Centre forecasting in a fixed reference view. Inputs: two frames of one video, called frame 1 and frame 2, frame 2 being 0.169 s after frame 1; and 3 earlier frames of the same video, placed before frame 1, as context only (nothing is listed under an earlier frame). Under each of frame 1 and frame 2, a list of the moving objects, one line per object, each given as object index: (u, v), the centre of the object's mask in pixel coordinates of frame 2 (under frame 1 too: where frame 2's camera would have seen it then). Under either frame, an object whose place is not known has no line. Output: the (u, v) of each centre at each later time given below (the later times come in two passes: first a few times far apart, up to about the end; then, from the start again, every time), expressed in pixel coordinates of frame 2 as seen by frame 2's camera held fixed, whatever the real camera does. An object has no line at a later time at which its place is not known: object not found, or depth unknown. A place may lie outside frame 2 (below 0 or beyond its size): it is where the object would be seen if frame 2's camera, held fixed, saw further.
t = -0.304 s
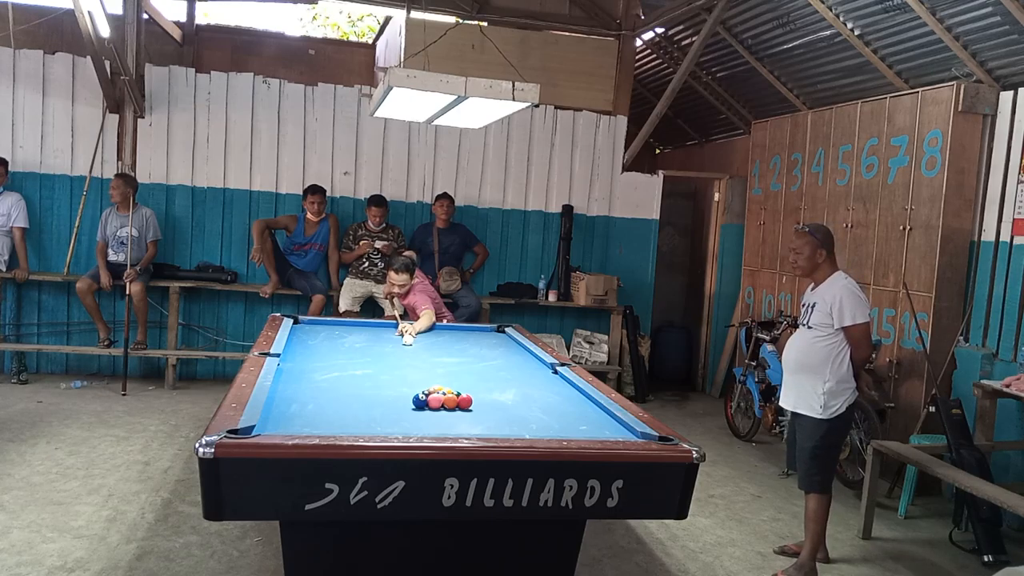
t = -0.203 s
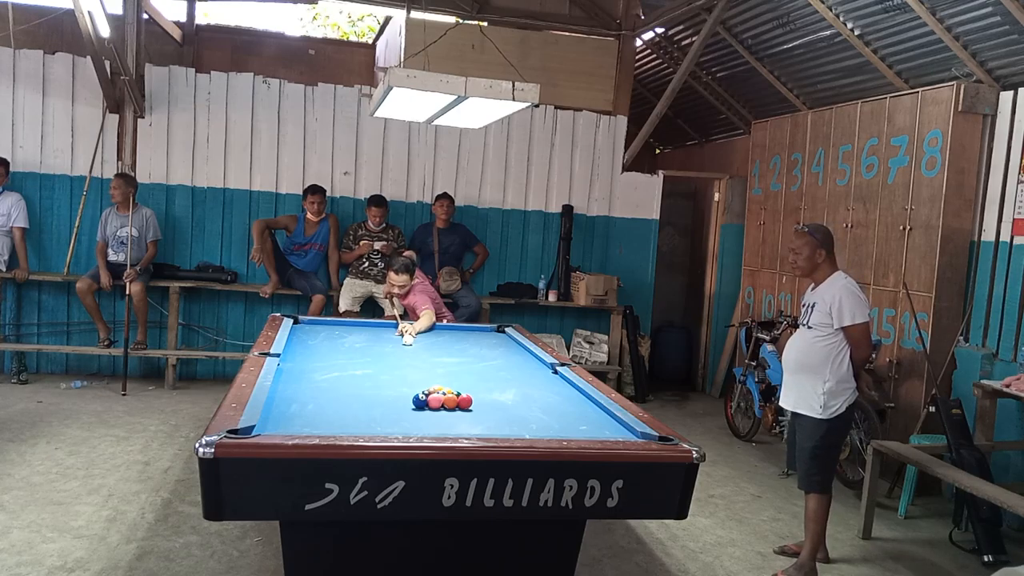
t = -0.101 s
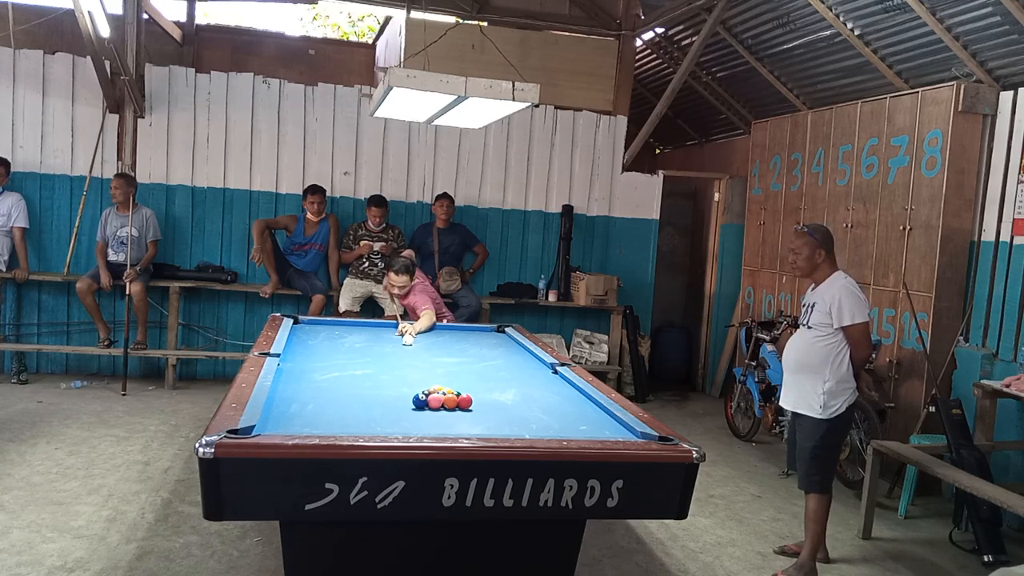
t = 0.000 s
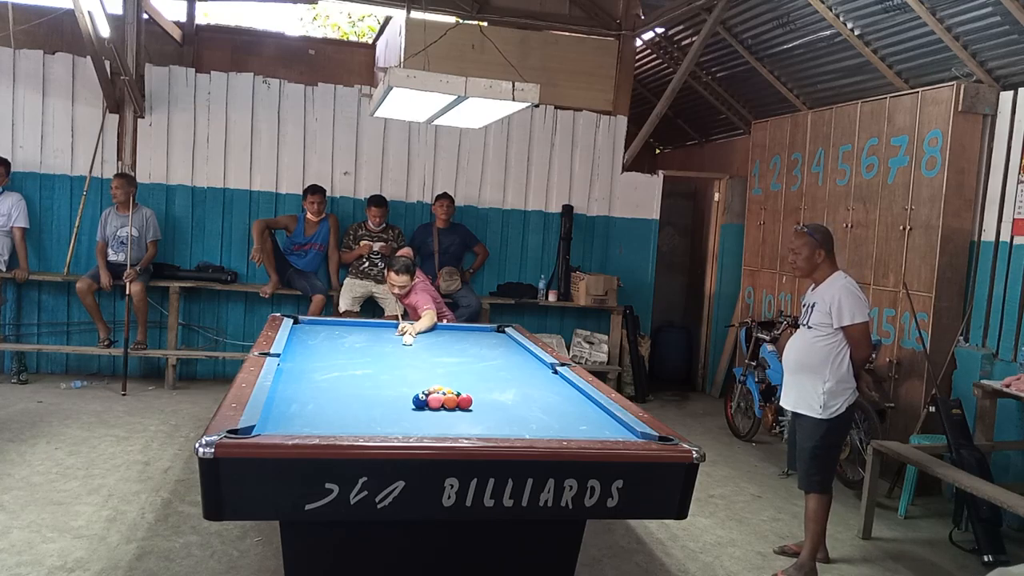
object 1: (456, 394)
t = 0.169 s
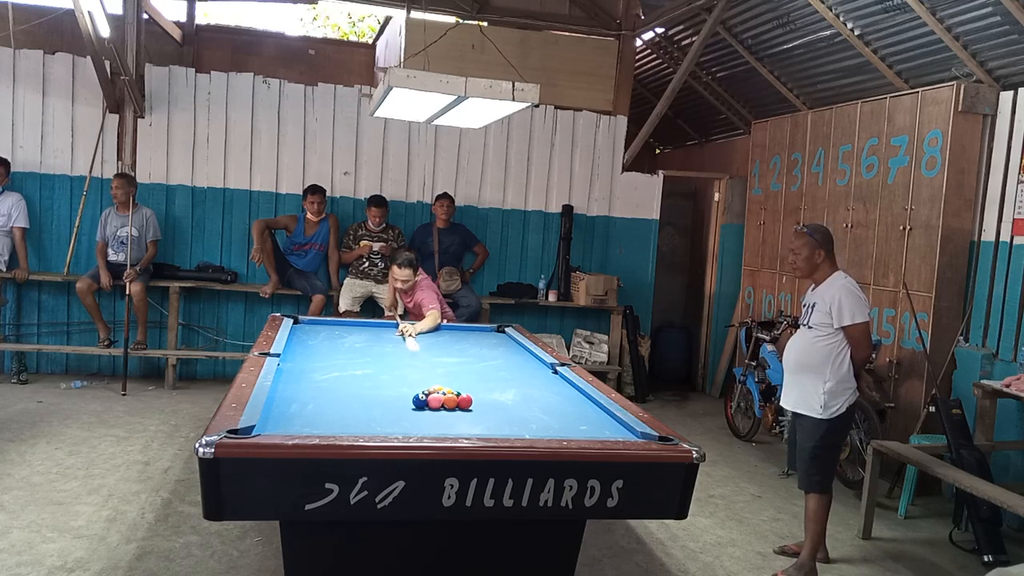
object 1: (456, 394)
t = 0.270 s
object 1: (456, 394)
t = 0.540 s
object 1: (491, 398)
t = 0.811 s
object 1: (524, 397)
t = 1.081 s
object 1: (555, 396)
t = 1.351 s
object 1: (582, 395)
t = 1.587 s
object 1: (566, 393)
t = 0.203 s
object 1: (456, 394)
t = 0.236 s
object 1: (456, 394)
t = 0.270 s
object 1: (456, 394)
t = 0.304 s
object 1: (461, 395)
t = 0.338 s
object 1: (463, 395)
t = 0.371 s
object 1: (470, 395)
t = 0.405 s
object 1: (474, 396)
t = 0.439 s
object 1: (479, 397)
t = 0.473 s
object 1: (483, 397)
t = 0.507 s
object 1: (487, 398)
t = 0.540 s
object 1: (491, 398)
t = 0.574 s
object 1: (495, 397)
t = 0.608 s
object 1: (500, 397)
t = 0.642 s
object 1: (504, 397)
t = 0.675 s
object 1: (508, 397)
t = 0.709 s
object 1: (512, 397)
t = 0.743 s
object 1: (516, 397)
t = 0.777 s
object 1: (520, 397)
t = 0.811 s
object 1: (524, 397)
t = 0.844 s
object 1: (528, 396)
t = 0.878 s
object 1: (532, 396)
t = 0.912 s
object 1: (536, 396)
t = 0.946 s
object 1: (539, 396)
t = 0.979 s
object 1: (543, 395)
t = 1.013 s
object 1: (547, 396)
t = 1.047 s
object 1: (551, 396)
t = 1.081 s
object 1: (555, 396)
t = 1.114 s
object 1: (558, 396)
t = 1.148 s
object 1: (562, 396)
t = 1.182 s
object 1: (565, 395)
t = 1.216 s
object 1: (569, 395)
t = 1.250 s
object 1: (572, 395)
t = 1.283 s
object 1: (576, 396)
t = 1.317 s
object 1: (579, 395)
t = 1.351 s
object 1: (582, 395)
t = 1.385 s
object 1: (580, 395)
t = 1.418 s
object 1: (577, 394)
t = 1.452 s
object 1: (575, 394)
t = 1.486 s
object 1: (573, 394)
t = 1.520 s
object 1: (571, 394)
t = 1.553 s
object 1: (568, 393)
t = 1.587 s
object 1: (566, 393)
